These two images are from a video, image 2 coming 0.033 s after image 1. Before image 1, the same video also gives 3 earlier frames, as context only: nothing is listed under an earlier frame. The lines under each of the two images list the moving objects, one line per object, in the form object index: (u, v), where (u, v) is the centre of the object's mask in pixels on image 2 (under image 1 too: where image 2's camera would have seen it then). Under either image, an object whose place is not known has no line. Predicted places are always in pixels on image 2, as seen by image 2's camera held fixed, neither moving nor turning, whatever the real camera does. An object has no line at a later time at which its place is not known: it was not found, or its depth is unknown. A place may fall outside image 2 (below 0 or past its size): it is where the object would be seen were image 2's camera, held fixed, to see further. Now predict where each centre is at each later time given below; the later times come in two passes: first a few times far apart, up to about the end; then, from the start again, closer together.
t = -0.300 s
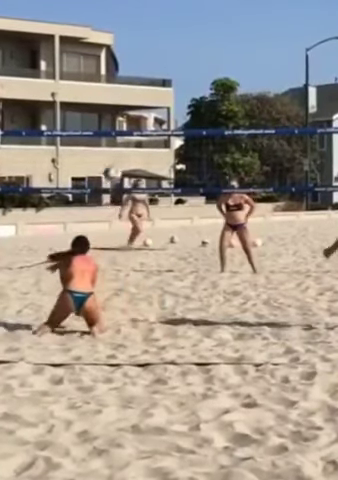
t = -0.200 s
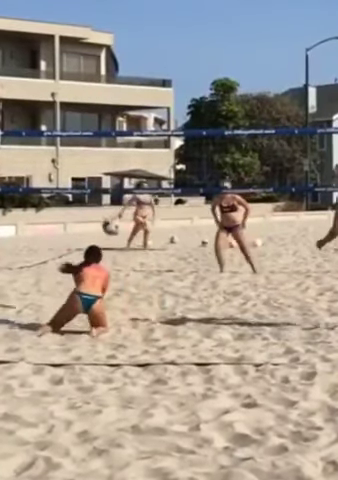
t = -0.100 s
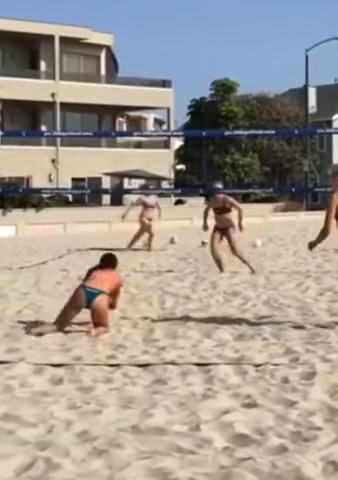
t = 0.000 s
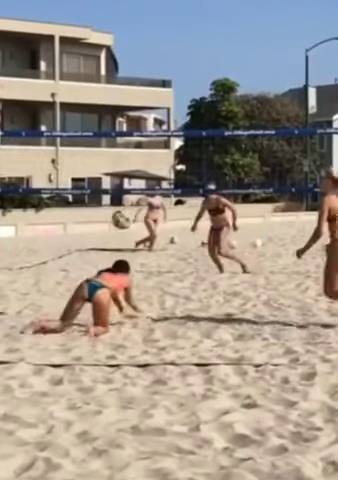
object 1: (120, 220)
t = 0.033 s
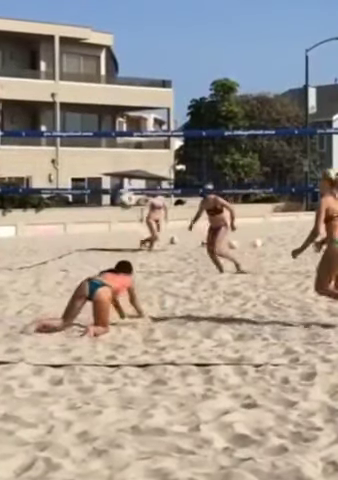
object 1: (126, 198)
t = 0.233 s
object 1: (137, 104)
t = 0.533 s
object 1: (150, 31)
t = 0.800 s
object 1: (156, 27)
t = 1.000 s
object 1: (158, 58)
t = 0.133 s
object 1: (132, 146)
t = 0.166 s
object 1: (135, 130)
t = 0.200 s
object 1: (137, 119)
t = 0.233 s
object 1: (137, 104)
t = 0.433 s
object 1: (147, 46)
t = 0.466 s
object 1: (148, 40)
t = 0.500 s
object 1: (149, 35)
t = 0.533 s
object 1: (150, 31)
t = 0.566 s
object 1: (151, 28)
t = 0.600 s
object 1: (152, 25)
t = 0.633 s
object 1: (153, 23)
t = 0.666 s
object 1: (154, 23)
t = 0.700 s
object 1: (154, 23)
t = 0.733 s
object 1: (155, 23)
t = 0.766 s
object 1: (156, 25)
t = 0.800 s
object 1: (156, 27)
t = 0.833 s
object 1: (157, 31)
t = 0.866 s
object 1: (157, 35)
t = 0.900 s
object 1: (157, 40)
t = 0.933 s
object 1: (157, 44)
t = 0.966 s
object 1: (158, 51)
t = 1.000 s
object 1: (158, 58)
